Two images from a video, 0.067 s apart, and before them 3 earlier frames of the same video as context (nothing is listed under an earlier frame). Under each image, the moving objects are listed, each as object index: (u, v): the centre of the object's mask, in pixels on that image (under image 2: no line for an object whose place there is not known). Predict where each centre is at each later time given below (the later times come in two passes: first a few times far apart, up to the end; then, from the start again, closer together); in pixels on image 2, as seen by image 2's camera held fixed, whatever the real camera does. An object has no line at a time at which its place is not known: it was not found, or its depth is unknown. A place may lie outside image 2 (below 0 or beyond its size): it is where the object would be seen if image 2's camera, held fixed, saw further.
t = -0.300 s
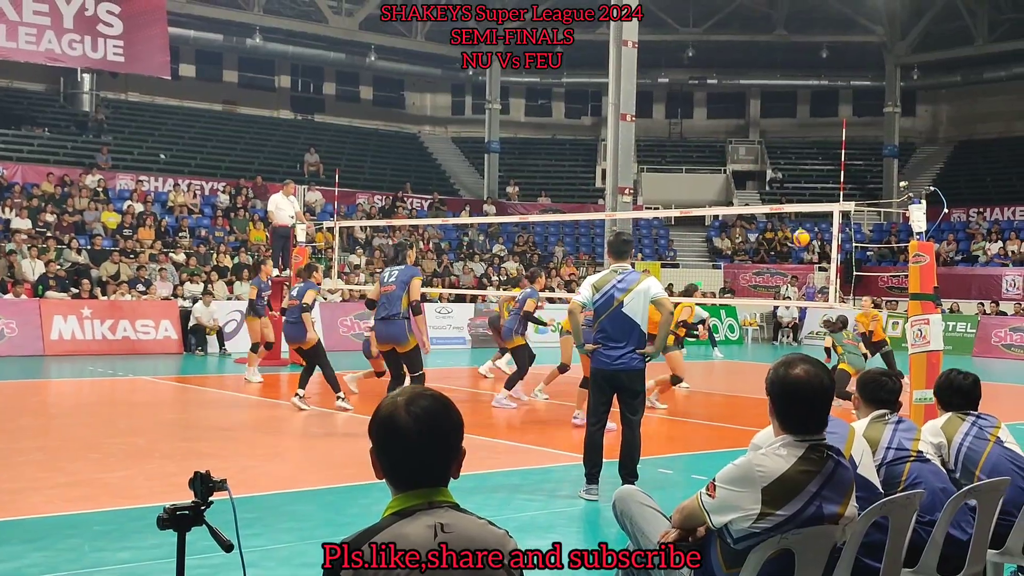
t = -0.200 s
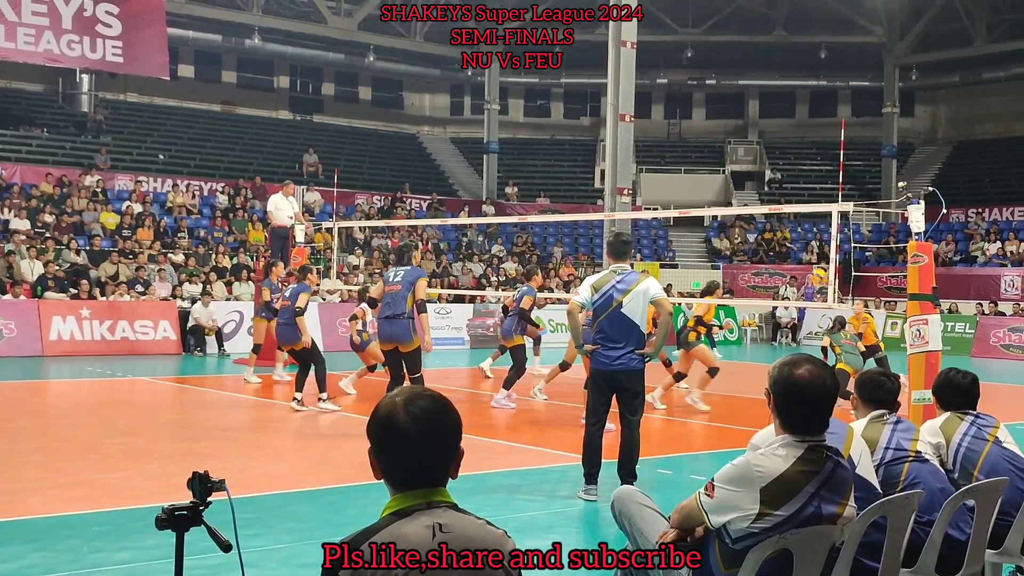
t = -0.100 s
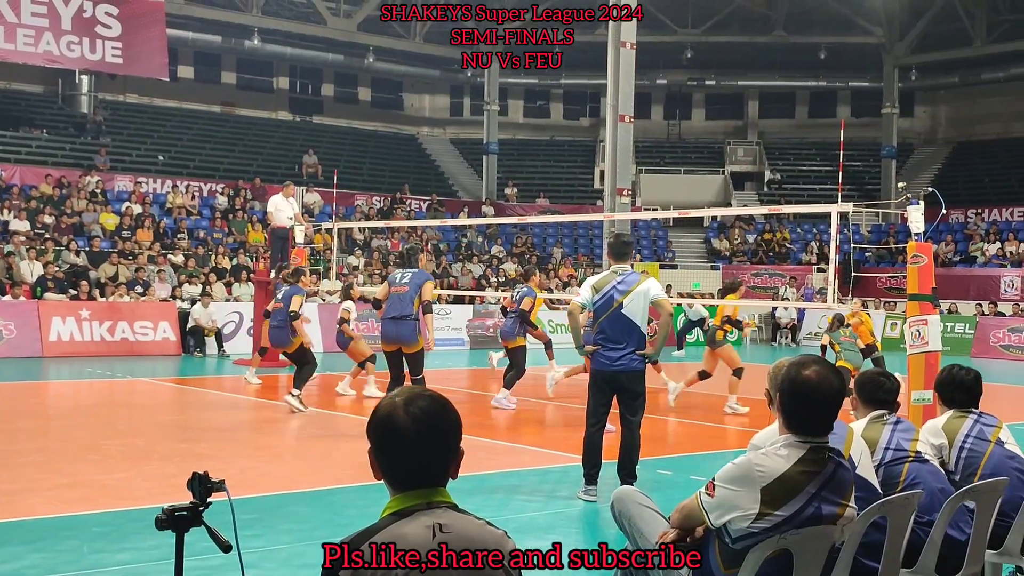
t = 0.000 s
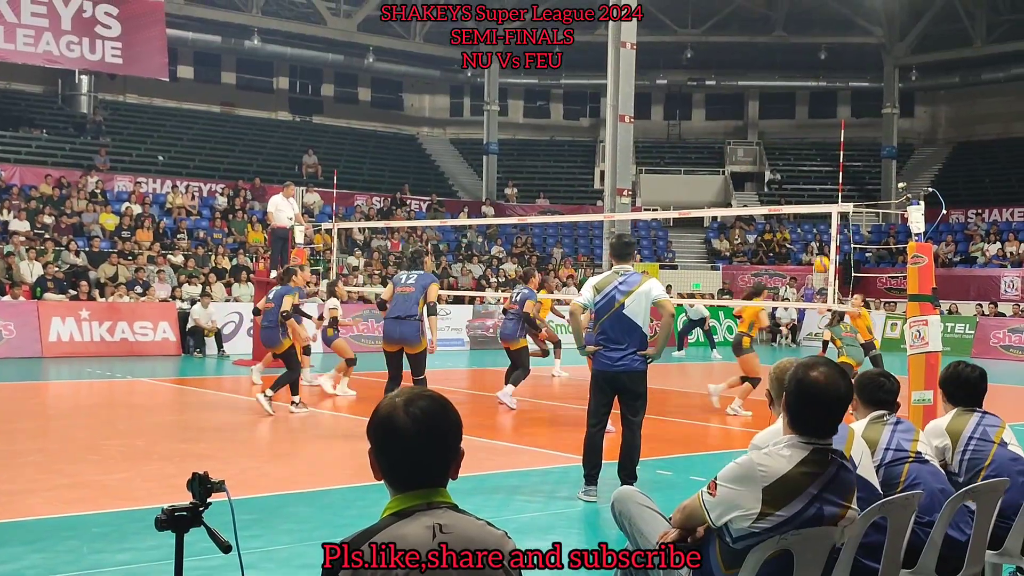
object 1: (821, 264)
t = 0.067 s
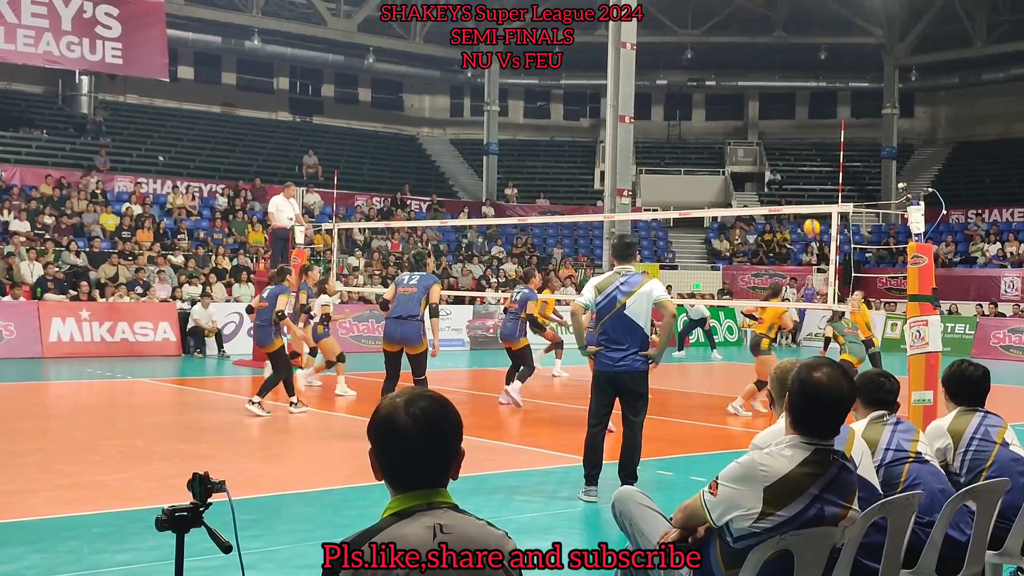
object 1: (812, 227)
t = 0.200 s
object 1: (792, 164)
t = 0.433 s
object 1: (756, 86)
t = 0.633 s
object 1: (726, 50)
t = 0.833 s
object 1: (697, 42)
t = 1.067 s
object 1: (662, 68)
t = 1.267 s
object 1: (632, 119)
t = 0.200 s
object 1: (792, 164)
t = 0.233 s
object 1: (787, 151)
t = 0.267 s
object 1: (782, 138)
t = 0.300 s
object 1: (776, 126)
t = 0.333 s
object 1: (771, 115)
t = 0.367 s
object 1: (766, 104)
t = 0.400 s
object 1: (761, 95)
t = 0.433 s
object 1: (756, 86)
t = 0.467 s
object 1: (751, 78)
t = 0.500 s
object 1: (746, 71)
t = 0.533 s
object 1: (741, 65)
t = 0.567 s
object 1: (736, 59)
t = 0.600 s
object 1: (731, 54)
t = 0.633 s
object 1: (726, 50)
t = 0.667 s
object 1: (721, 47)
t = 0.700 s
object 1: (717, 45)
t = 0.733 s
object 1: (712, 43)
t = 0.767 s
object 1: (707, 42)
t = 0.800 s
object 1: (702, 42)
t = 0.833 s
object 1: (697, 42)
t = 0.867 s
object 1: (692, 44)
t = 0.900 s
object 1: (687, 46)
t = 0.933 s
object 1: (682, 49)
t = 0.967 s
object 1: (677, 53)
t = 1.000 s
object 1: (672, 57)
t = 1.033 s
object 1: (667, 62)
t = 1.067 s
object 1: (662, 68)
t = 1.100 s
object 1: (657, 75)
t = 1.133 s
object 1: (652, 83)
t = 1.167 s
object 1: (647, 91)
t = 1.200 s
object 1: (642, 100)
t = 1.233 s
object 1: (637, 110)
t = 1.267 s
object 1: (632, 119)
